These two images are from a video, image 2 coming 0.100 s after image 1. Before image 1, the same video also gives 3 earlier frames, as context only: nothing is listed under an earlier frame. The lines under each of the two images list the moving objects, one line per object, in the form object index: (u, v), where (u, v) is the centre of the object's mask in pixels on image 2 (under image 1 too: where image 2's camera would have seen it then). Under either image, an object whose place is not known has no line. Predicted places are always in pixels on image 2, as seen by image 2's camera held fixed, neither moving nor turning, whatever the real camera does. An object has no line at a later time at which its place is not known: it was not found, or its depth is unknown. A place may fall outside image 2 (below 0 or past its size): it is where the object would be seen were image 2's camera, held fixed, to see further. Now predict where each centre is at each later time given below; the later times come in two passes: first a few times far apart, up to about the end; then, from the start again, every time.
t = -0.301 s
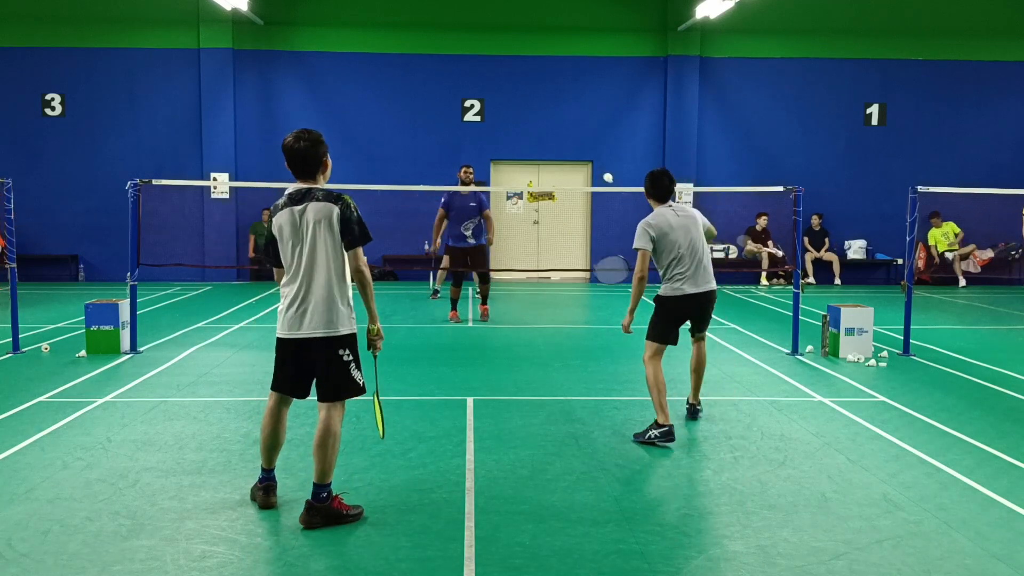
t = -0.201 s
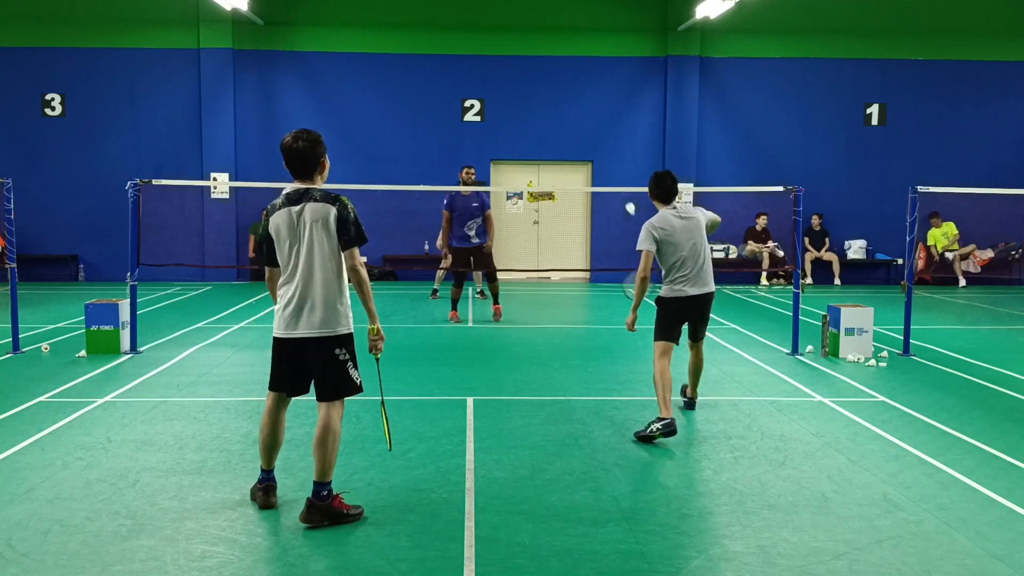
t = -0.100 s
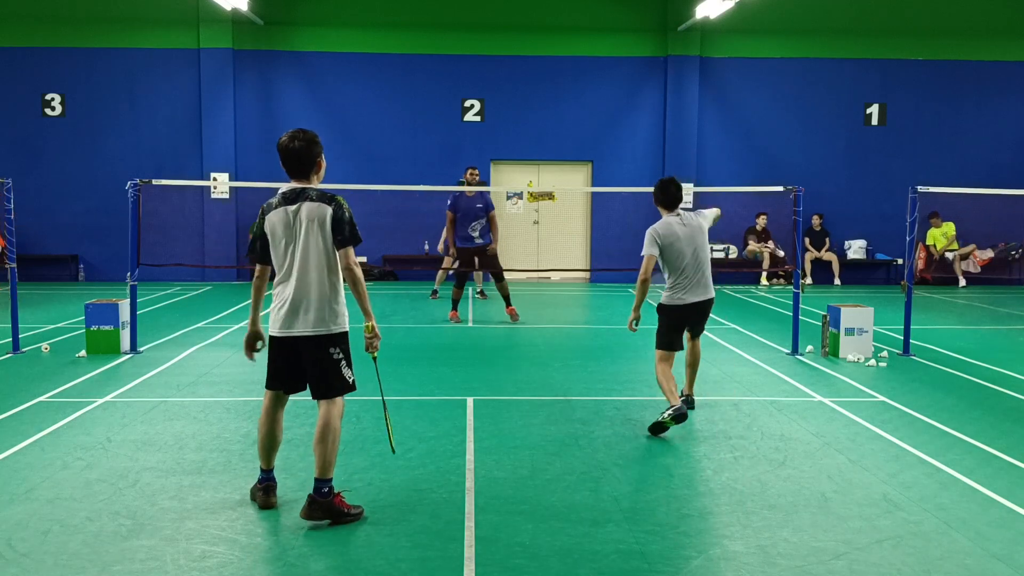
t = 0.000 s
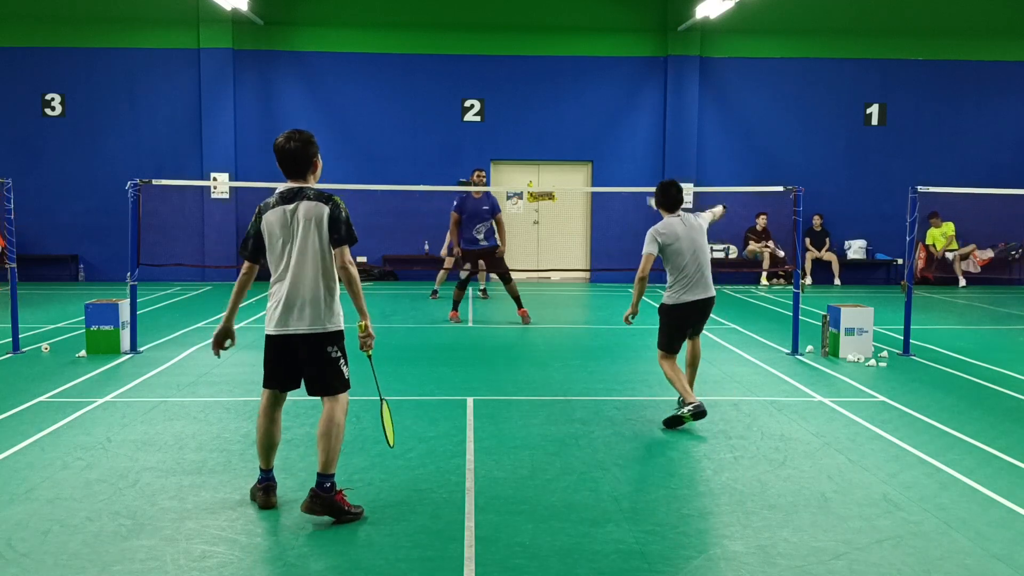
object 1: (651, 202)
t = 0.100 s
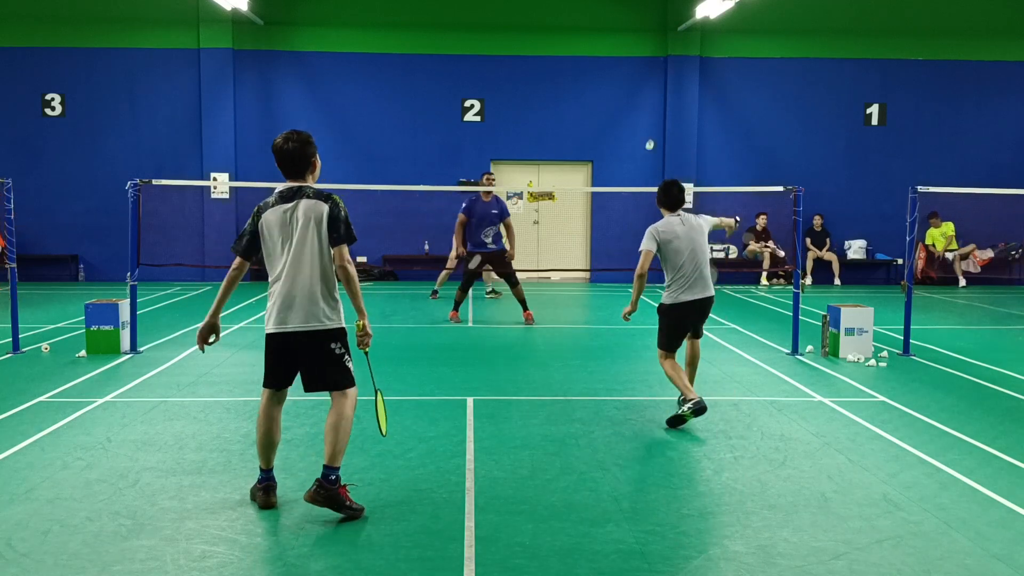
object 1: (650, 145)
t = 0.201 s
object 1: (651, 115)
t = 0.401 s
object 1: (651, 96)
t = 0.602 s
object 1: (652, 115)
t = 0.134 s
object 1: (652, 132)
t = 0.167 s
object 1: (652, 123)
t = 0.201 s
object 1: (651, 115)
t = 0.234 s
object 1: (650, 109)
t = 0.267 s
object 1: (650, 104)
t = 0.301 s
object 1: (650, 100)
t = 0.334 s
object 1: (650, 98)
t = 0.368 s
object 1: (651, 96)
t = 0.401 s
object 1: (651, 96)
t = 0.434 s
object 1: (651, 97)
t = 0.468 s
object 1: (651, 100)
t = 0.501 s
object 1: (651, 102)
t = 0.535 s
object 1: (651, 106)
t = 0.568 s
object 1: (652, 110)
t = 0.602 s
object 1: (652, 115)
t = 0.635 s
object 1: (651, 121)
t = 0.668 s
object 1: (652, 128)
